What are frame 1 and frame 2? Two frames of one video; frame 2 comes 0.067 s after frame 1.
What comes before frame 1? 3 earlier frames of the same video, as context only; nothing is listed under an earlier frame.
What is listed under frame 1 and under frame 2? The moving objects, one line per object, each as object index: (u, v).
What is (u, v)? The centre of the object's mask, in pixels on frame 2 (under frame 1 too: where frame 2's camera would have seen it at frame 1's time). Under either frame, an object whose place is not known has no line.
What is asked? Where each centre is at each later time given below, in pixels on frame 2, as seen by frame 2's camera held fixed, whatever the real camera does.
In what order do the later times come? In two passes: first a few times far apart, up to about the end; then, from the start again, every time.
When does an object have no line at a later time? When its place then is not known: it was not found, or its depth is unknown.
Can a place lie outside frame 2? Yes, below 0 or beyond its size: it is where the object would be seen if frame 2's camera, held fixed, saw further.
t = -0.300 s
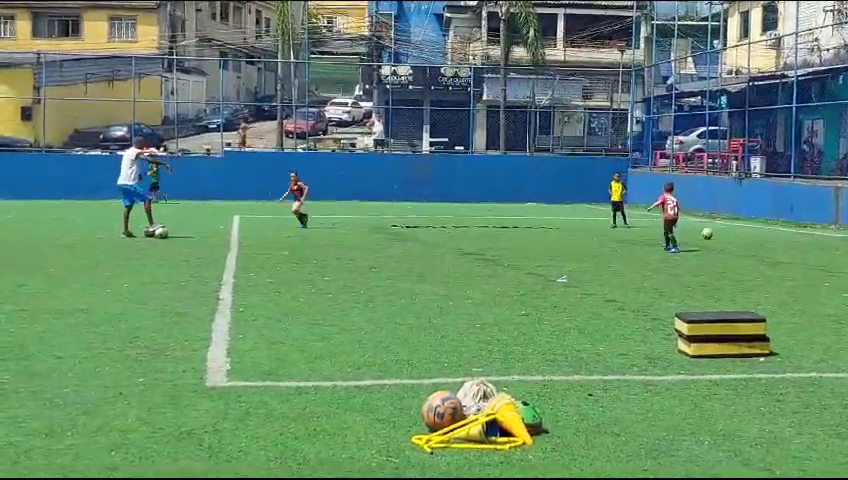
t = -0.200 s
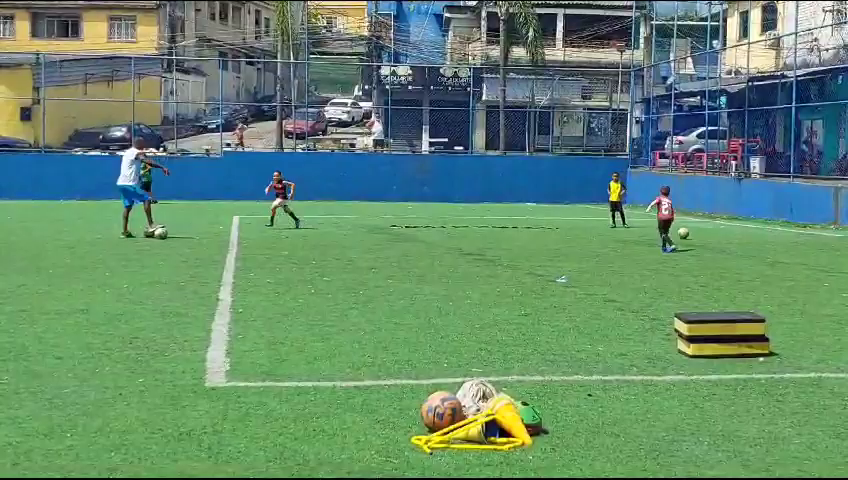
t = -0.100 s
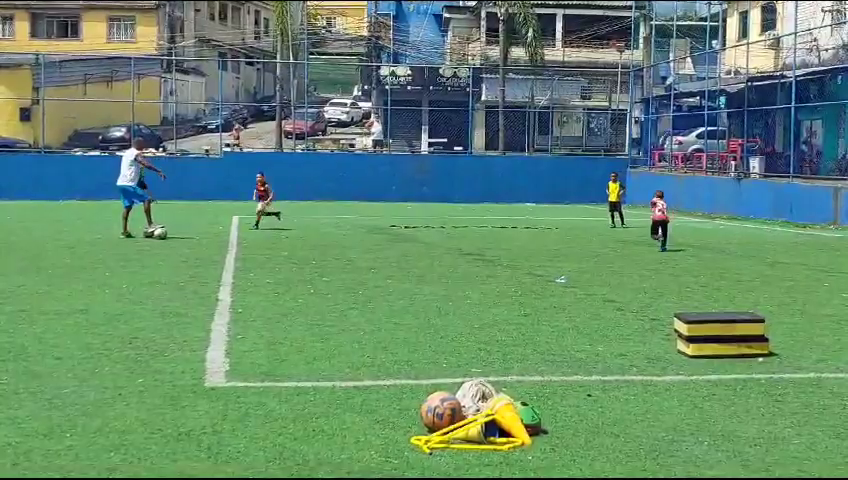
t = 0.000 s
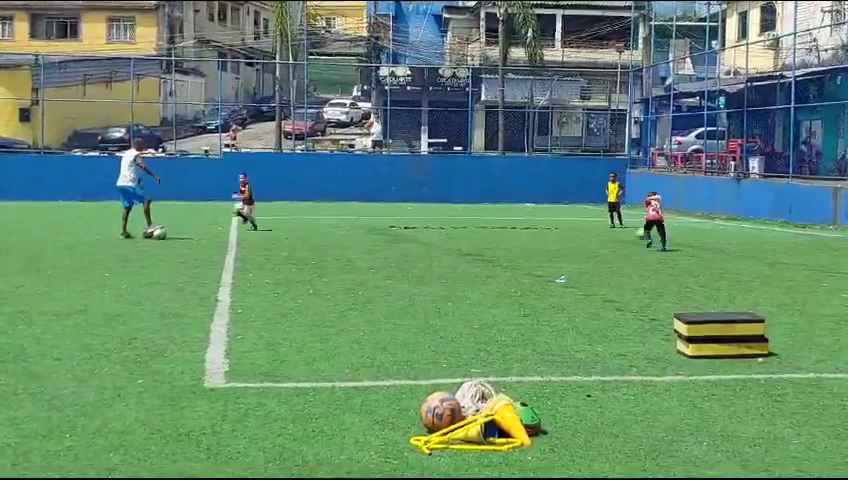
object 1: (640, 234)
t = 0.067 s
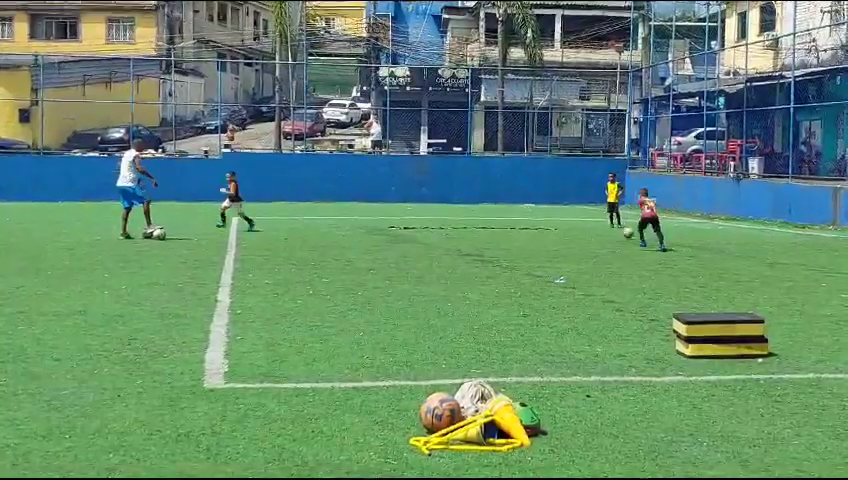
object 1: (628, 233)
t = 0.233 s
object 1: (596, 233)
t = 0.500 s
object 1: (547, 234)
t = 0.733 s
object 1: (506, 233)
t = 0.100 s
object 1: (622, 233)
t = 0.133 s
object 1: (616, 233)
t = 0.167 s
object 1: (610, 234)
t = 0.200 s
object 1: (603, 233)
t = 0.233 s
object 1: (596, 233)
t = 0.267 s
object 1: (590, 234)
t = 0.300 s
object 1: (584, 233)
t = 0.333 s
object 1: (578, 233)
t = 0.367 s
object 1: (571, 233)
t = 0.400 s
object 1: (565, 234)
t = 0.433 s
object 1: (559, 234)
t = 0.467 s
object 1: (553, 233)
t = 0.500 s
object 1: (547, 234)
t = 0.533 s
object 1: (541, 234)
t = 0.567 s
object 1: (535, 233)
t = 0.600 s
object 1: (529, 233)
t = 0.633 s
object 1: (524, 234)
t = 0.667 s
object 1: (518, 233)
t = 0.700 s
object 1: (511, 233)
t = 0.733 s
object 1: (506, 233)
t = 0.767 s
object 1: (500, 232)
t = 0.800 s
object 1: (494, 232)
